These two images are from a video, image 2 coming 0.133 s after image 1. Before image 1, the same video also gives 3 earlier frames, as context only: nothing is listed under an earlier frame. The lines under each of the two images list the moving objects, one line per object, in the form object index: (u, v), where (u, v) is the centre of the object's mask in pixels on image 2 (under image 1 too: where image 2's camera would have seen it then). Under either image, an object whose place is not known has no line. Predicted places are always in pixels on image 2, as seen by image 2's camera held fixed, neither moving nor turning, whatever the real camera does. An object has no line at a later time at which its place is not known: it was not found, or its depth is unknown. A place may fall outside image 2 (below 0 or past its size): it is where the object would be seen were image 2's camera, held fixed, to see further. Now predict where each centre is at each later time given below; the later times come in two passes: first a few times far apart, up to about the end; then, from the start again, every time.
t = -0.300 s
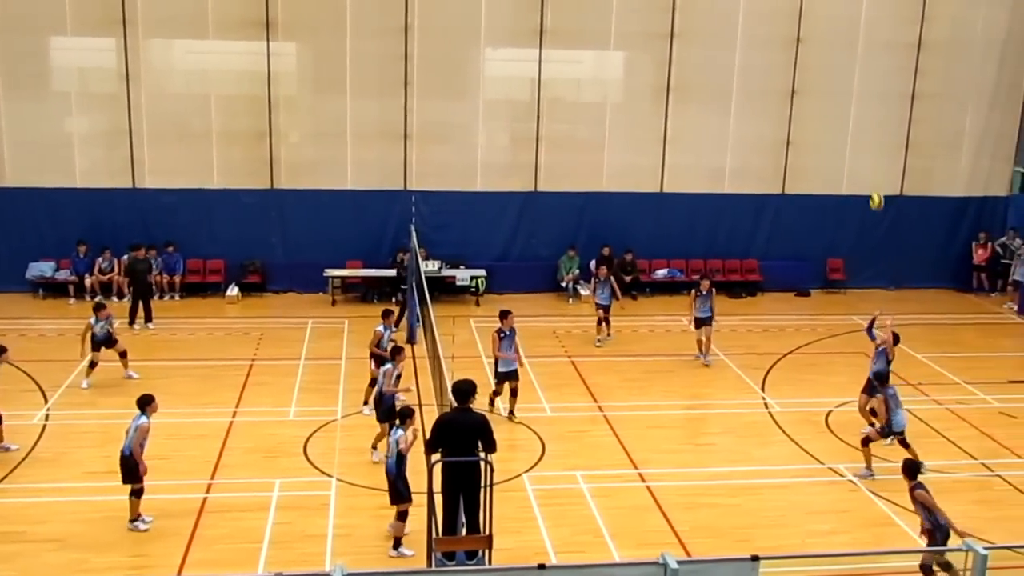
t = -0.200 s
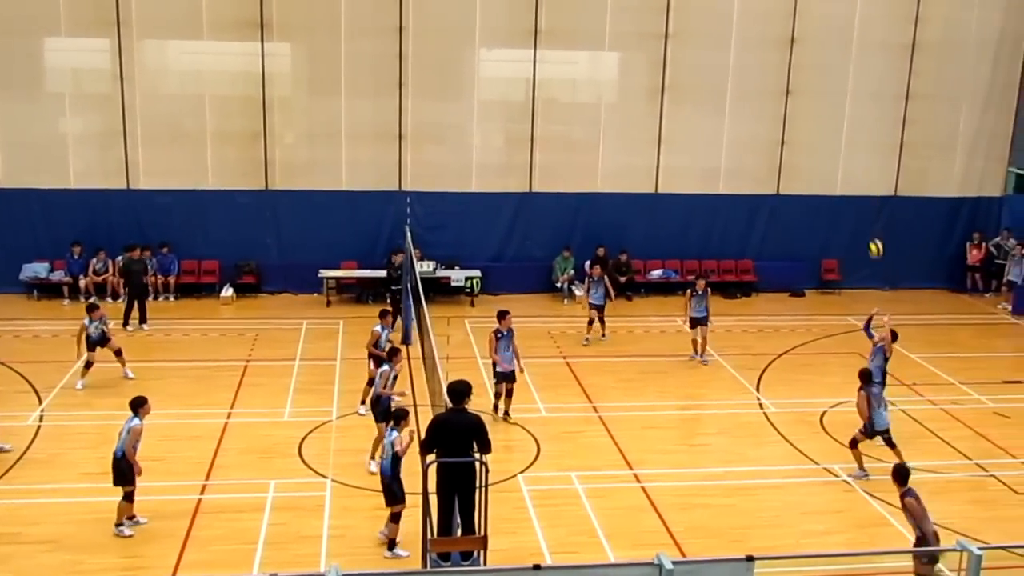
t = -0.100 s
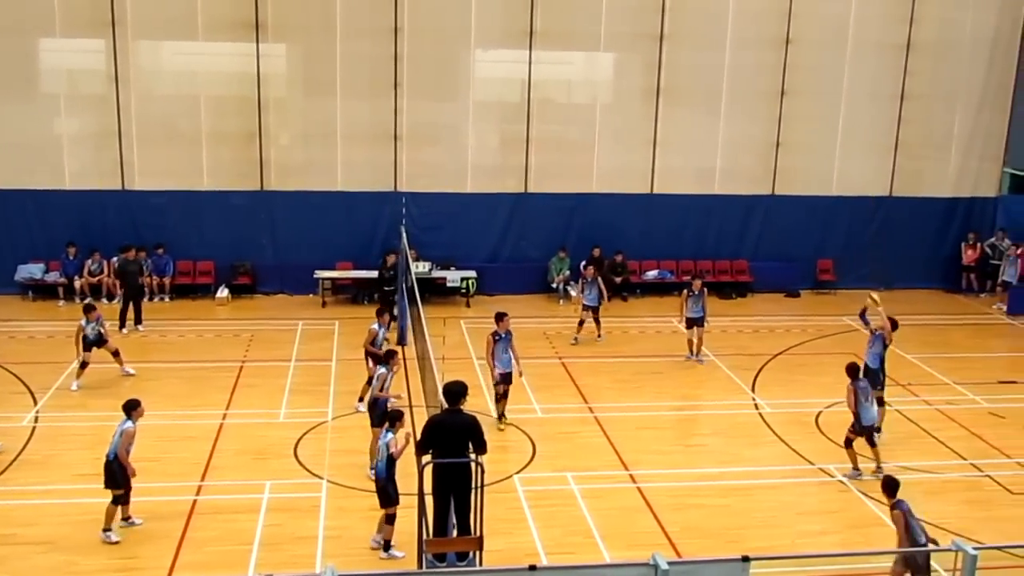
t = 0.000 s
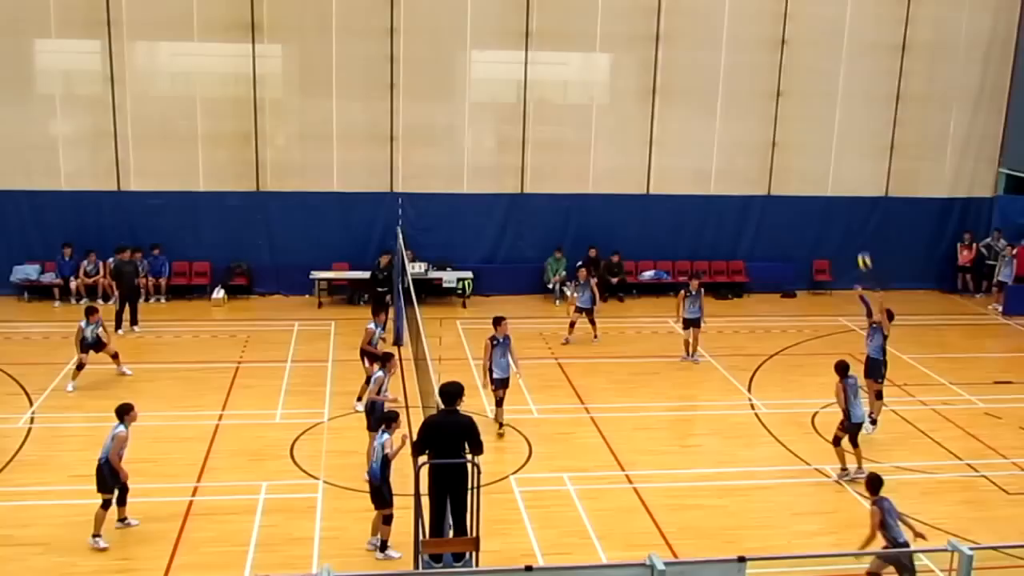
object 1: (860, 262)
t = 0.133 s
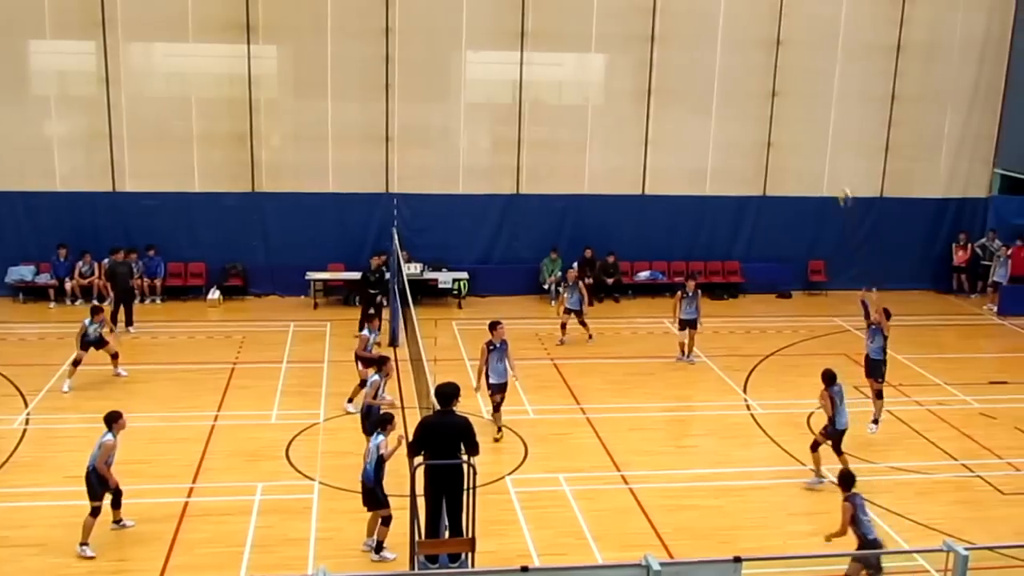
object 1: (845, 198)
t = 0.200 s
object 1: (836, 167)
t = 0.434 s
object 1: (803, 84)
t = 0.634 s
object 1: (769, 44)
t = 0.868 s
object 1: (724, 37)
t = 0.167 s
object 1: (840, 181)
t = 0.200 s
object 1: (836, 167)
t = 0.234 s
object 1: (832, 153)
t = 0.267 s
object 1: (828, 140)
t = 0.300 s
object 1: (823, 127)
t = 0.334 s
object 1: (818, 116)
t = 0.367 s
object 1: (814, 104)
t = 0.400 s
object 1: (809, 94)
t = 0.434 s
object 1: (803, 84)
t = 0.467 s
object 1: (798, 75)
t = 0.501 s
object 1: (792, 67)
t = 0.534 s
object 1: (786, 61)
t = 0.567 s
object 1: (780, 55)
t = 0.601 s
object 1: (775, 49)
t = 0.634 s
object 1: (769, 44)
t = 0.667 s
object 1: (763, 41)
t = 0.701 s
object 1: (757, 38)
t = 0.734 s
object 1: (751, 36)
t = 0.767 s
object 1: (744, 35)
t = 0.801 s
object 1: (738, 35)
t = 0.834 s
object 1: (731, 35)
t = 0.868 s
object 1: (724, 37)
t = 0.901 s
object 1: (718, 39)
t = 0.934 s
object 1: (710, 43)
